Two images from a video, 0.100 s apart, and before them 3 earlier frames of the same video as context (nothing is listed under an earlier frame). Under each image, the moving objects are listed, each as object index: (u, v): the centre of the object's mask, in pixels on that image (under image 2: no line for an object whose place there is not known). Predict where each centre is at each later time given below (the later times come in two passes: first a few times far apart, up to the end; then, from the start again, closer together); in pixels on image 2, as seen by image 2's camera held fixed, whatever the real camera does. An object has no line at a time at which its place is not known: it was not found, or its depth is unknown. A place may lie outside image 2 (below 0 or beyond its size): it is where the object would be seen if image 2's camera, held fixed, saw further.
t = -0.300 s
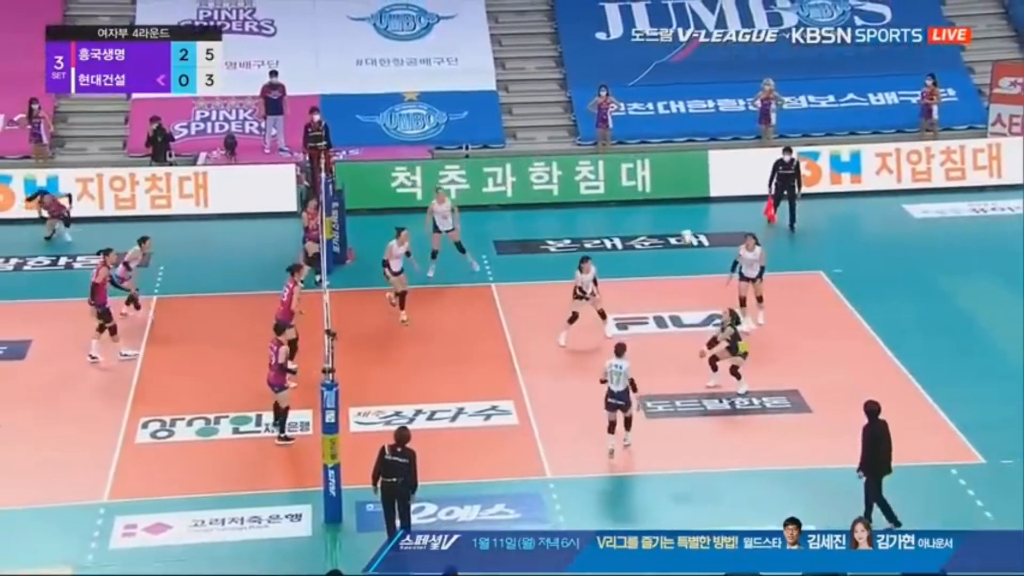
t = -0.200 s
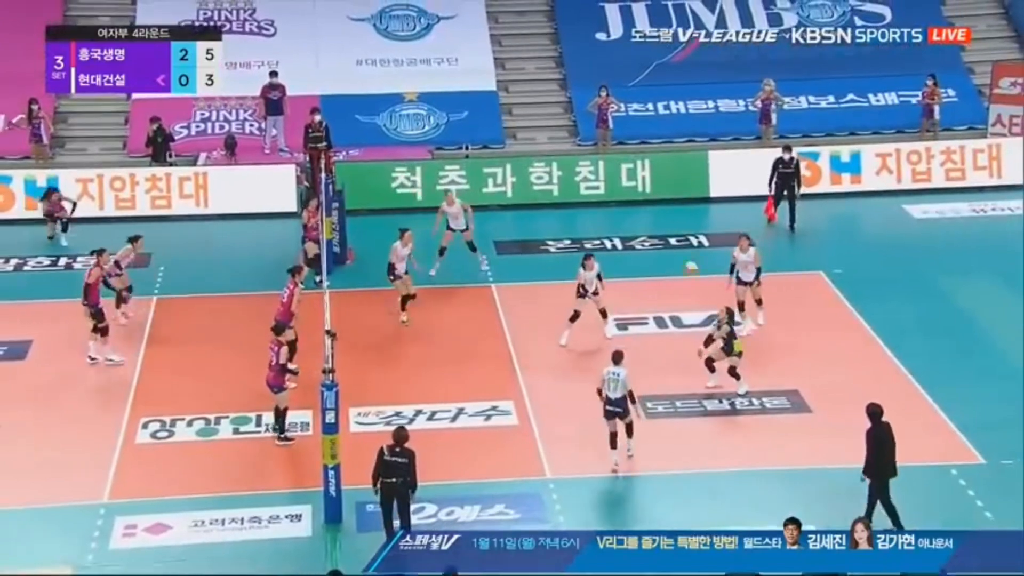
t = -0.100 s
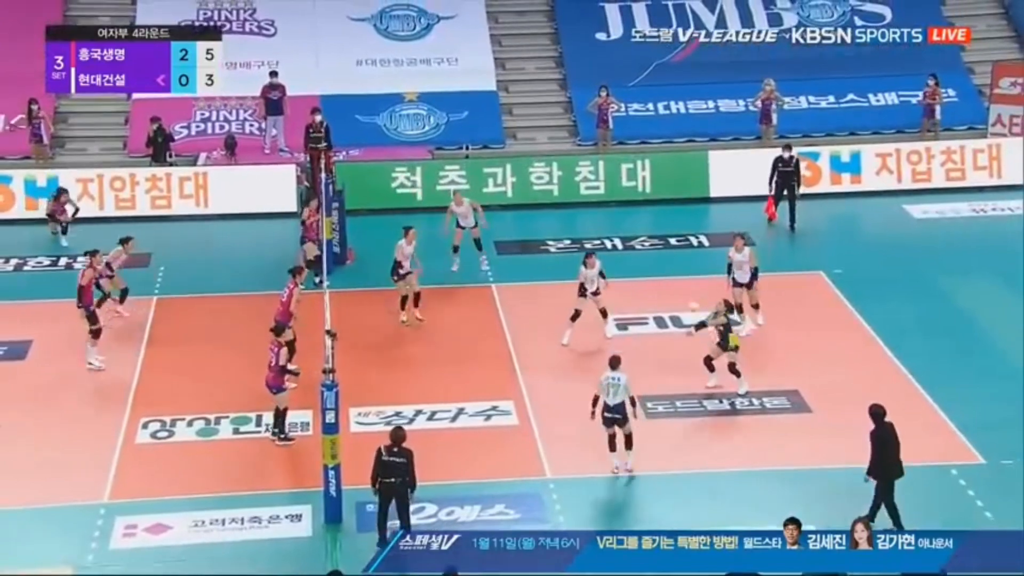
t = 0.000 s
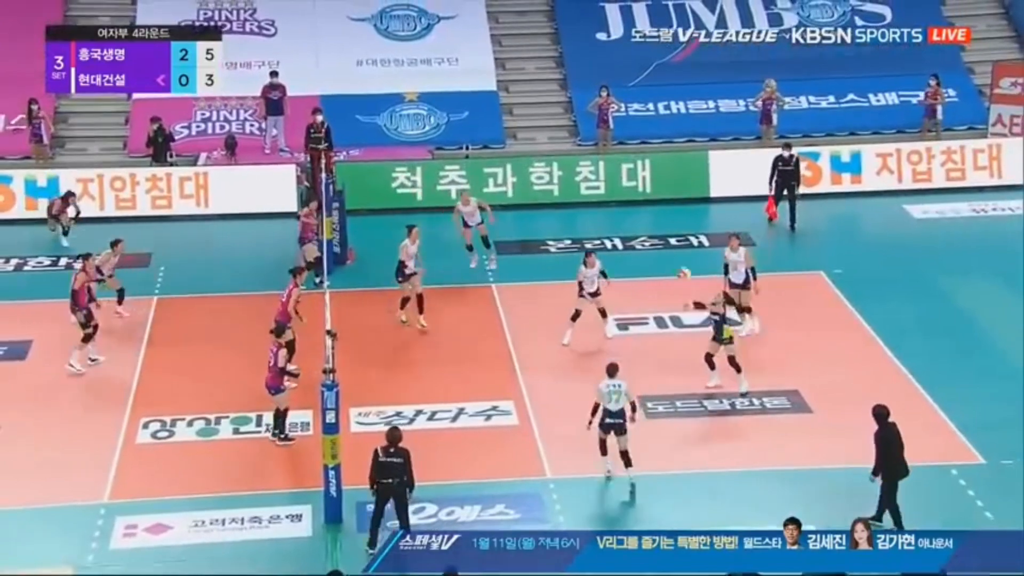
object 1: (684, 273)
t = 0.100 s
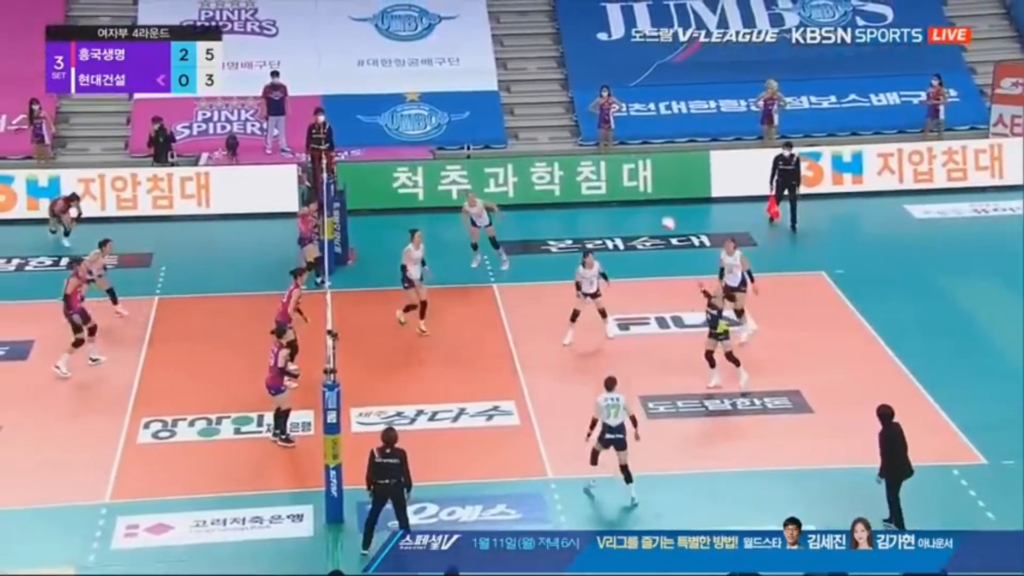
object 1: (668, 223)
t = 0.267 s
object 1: (643, 150)
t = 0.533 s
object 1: (596, 73)
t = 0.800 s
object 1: (548, 46)
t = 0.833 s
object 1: (540, 45)
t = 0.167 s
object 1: (657, 193)
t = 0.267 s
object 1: (643, 150)
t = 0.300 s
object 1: (636, 138)
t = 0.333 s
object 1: (630, 127)
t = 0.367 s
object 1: (626, 118)
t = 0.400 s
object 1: (620, 107)
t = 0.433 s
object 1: (614, 96)
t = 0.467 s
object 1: (607, 88)
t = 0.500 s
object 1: (602, 80)
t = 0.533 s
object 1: (596, 73)
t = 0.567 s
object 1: (589, 67)
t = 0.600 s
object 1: (583, 62)
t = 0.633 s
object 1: (577, 57)
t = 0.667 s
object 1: (572, 53)
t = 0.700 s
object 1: (565, 50)
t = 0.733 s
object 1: (559, 48)
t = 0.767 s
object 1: (554, 47)
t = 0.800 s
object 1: (548, 46)
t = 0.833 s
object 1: (540, 45)
